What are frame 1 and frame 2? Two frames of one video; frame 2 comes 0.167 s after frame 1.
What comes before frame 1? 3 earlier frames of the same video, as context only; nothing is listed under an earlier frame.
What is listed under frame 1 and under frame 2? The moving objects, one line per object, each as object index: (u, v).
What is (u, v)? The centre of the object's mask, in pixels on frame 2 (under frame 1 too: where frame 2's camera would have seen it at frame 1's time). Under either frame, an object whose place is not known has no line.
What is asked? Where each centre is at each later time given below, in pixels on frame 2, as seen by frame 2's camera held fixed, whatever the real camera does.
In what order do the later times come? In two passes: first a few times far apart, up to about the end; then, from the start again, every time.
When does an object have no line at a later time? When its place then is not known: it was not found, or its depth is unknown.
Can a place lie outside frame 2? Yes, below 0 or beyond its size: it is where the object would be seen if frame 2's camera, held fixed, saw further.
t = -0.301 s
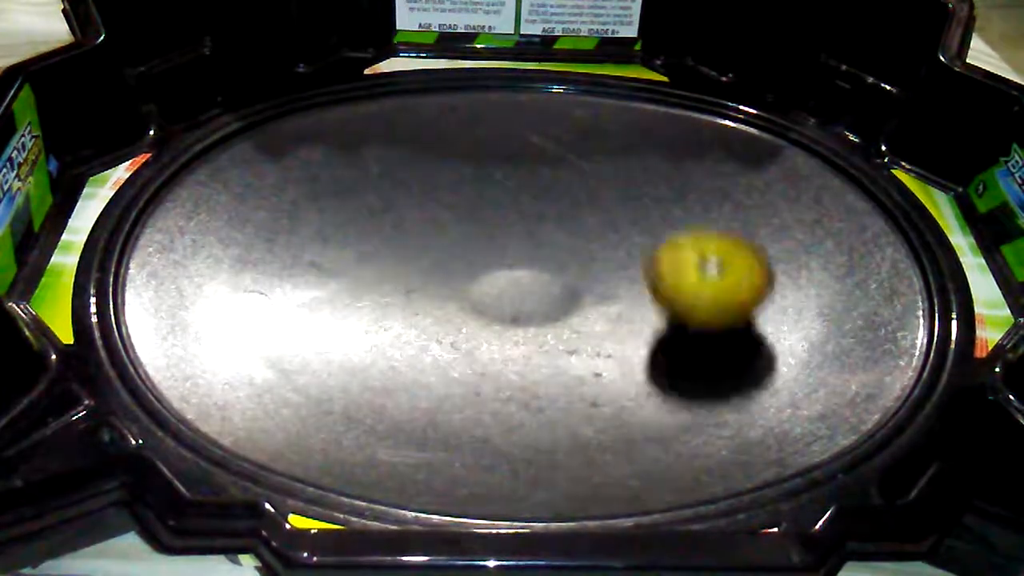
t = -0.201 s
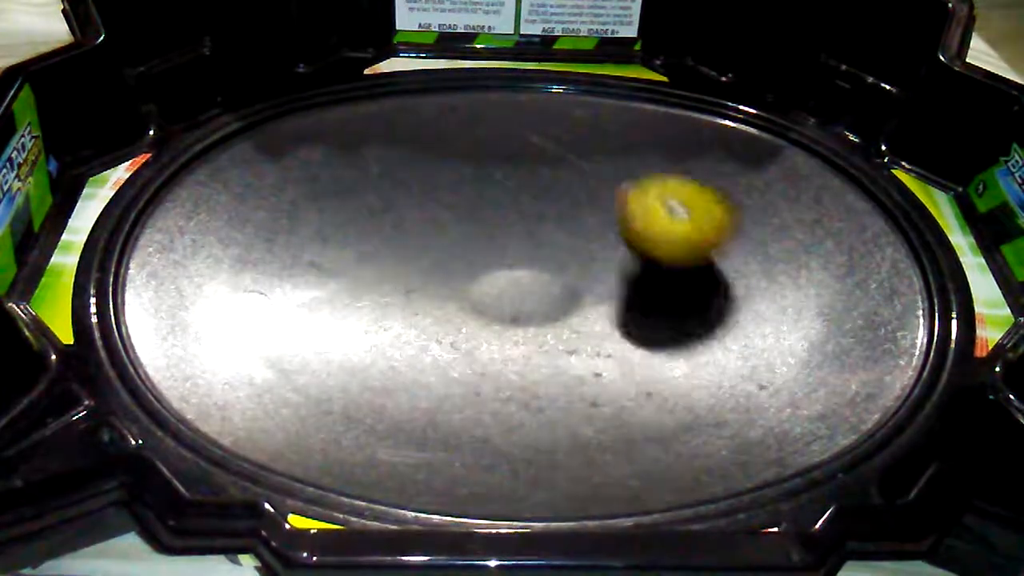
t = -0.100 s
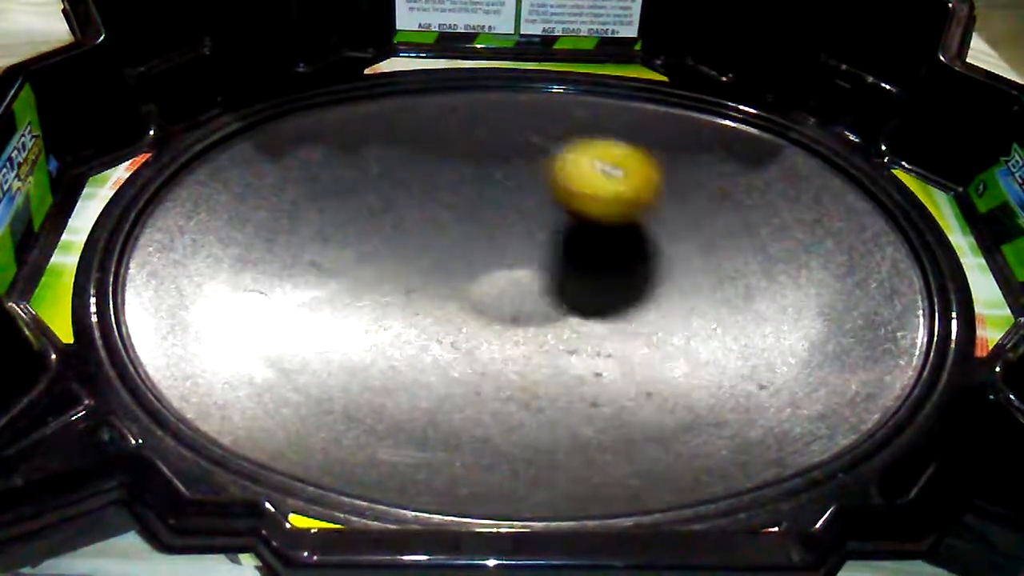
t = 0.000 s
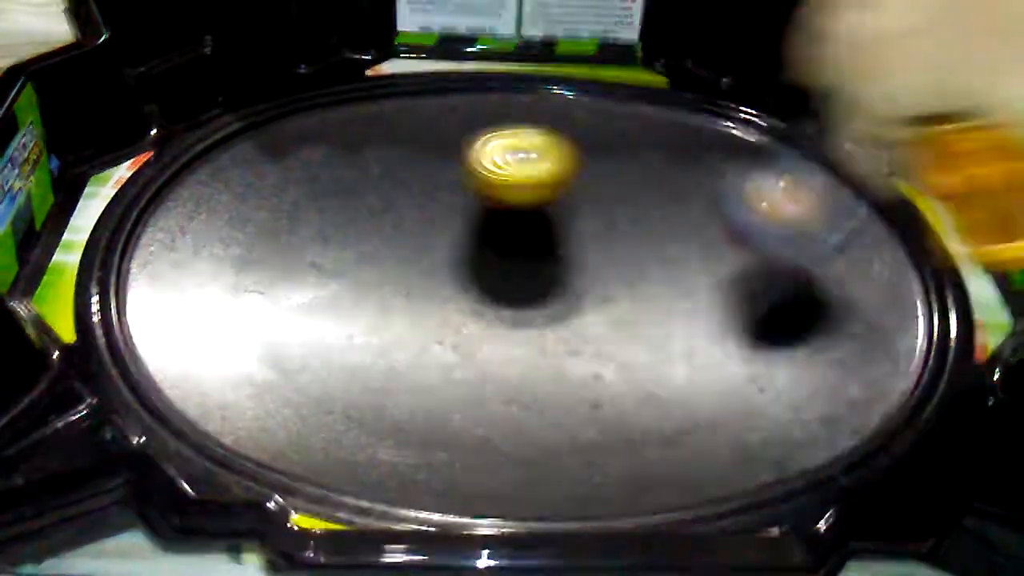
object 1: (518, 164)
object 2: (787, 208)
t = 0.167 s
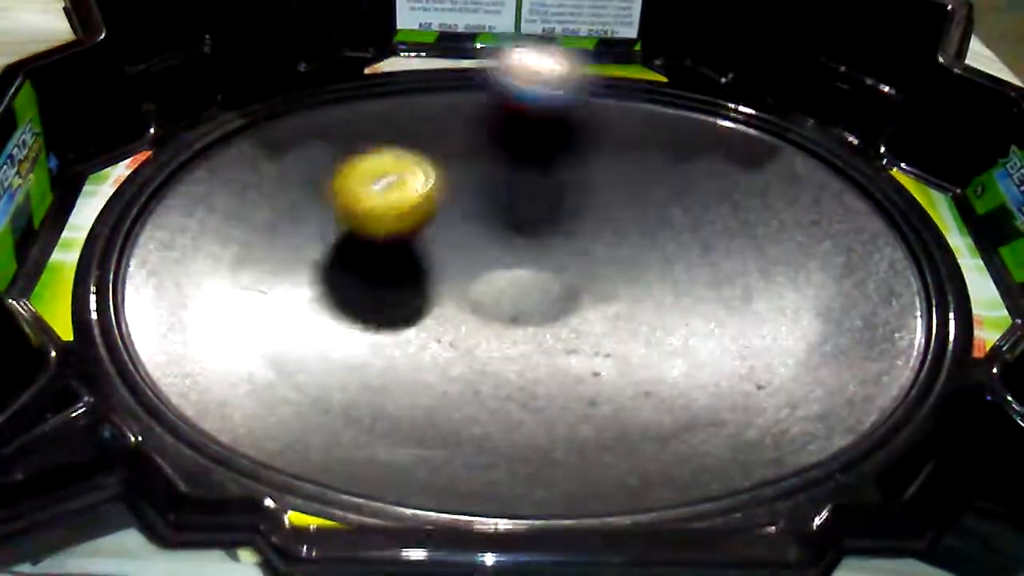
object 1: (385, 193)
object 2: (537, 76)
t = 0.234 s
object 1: (352, 218)
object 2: (449, 57)
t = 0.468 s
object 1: (368, 333)
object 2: (184, 208)
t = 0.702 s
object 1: (564, 345)
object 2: (341, 430)
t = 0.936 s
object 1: (624, 253)
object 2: (742, 348)
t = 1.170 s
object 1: (520, 207)
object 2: (740, 133)
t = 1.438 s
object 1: (429, 236)
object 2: (484, 116)
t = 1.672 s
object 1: (428, 285)
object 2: (266, 269)
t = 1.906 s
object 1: (494, 307)
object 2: (414, 446)
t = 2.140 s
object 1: (559, 293)
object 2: (754, 356)
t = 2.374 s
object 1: (579, 264)
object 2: (720, 150)
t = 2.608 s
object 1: (559, 254)
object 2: (440, 114)
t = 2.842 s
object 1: (538, 246)
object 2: (211, 265)
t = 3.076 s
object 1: (512, 242)
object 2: (402, 445)
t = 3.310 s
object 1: (480, 242)
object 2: (746, 345)
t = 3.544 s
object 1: (445, 261)
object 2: (693, 168)
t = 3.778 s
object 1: (458, 291)
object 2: (443, 139)
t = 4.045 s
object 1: (513, 297)
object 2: (317, 281)
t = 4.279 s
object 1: (538, 270)
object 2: (485, 351)
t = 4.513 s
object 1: (535, 232)
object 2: (595, 319)
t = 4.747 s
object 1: (490, 206)
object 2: (594, 285)
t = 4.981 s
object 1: (443, 220)
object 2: (552, 270)
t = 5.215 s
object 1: (418, 257)
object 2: (546, 283)
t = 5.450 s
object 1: (429, 284)
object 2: (598, 287)
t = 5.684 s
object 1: (481, 298)
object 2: (605, 269)
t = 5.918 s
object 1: (438, 298)
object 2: (670, 239)
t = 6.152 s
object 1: (437, 291)
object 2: (615, 233)
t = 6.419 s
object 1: (380, 267)
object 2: (611, 273)
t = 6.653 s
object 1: (349, 262)
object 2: (624, 278)
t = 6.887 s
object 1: (371, 260)
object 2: (602, 279)
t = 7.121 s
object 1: (418, 248)
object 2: (553, 287)
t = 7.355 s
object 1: (421, 225)
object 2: (559, 291)
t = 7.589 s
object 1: (448, 223)
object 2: (541, 284)
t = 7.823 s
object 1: (476, 223)
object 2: (549, 297)
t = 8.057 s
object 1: (500, 217)
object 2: (573, 322)
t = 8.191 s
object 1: (512, 223)
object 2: (580, 322)
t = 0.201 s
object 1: (366, 204)
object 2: (496, 64)
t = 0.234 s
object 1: (352, 218)
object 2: (449, 57)
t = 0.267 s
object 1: (339, 233)
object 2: (402, 66)
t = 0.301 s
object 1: (330, 249)
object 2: (361, 79)
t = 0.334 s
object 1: (326, 266)
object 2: (319, 100)
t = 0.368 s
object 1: (328, 283)
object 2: (283, 119)
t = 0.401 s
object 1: (334, 300)
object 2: (246, 143)
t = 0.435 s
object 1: (348, 316)
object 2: (213, 171)
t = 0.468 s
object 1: (368, 333)
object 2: (184, 208)
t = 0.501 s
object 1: (392, 345)
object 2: (157, 249)
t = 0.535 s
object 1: (420, 353)
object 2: (143, 287)
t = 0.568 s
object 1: (448, 358)
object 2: (140, 326)
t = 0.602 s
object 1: (479, 360)
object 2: (157, 361)
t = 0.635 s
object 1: (511, 359)
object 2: (213, 391)
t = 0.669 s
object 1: (537, 354)
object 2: (274, 415)
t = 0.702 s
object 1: (564, 345)
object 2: (341, 430)
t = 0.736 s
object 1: (587, 335)
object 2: (417, 435)
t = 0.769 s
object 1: (607, 323)
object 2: (478, 434)
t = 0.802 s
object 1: (619, 309)
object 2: (546, 426)
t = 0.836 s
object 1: (627, 295)
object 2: (611, 415)
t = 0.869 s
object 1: (629, 281)
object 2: (653, 397)
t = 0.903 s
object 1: (629, 267)
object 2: (699, 370)
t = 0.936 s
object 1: (624, 253)
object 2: (742, 348)
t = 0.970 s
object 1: (616, 241)
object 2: (766, 316)
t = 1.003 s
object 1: (603, 230)
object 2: (781, 289)
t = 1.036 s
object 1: (588, 222)
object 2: (786, 254)
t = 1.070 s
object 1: (572, 215)
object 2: (785, 220)
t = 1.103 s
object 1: (555, 211)
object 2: (777, 188)
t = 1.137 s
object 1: (539, 208)
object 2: (763, 159)
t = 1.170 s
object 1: (520, 207)
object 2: (740, 133)
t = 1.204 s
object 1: (503, 206)
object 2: (716, 116)
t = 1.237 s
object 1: (487, 208)
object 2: (689, 100)
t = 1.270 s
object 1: (472, 211)
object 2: (659, 95)
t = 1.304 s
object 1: (461, 215)
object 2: (628, 92)
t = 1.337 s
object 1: (452, 220)
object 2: (592, 95)
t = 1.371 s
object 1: (443, 224)
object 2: (558, 100)
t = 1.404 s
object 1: (436, 230)
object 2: (522, 105)
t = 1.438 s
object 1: (429, 236)
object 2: (484, 116)
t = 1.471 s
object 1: (423, 242)
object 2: (449, 128)
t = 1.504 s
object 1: (419, 250)
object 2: (414, 143)
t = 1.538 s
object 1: (416, 258)
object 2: (381, 160)
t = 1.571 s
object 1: (416, 265)
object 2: (347, 180)
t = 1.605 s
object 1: (419, 272)
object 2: (314, 204)
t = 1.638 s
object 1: (422, 279)
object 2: (287, 235)
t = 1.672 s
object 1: (428, 285)
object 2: (266, 269)
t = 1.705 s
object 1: (435, 290)
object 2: (258, 304)
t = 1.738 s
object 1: (443, 295)
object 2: (255, 339)
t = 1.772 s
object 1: (452, 299)
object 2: (263, 367)
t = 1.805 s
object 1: (462, 302)
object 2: (287, 398)
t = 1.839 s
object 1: (472, 305)
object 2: (321, 417)
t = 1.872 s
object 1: (483, 306)
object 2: (362, 434)
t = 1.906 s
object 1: (494, 307)
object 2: (414, 446)
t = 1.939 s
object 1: (505, 307)
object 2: (473, 451)
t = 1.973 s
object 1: (515, 306)
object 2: (523, 450)
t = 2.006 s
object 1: (524, 305)
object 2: (576, 442)
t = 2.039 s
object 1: (533, 303)
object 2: (630, 426)
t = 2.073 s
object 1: (543, 300)
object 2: (675, 410)
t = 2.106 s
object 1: (551, 297)
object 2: (715, 380)
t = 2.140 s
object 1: (559, 293)
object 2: (754, 356)
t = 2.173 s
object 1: (565, 289)
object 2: (777, 318)
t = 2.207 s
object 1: (570, 285)
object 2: (786, 294)
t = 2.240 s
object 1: (574, 280)
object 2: (788, 264)
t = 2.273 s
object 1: (577, 275)
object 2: (778, 232)
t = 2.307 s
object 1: (579, 271)
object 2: (770, 197)
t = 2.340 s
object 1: (579, 267)
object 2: (746, 171)
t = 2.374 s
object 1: (579, 264)
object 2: (720, 150)
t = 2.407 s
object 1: (577, 261)
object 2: (686, 134)
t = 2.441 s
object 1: (575, 260)
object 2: (651, 120)
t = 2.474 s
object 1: (572, 259)
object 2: (610, 112)
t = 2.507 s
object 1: (568, 257)
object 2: (567, 106)
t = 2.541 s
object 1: (565, 256)
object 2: (526, 105)
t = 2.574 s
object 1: (562, 255)
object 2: (484, 107)
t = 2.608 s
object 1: (559, 254)
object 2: (440, 114)
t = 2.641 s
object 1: (556, 253)
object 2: (394, 124)
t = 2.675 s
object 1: (554, 252)
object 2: (351, 139)
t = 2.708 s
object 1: (550, 250)
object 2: (312, 156)
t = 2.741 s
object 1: (547, 249)
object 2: (278, 177)
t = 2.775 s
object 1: (544, 247)
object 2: (253, 203)
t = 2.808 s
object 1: (541, 246)
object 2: (231, 236)
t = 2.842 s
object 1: (538, 246)
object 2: (211, 265)
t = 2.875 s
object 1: (534, 245)
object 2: (209, 298)
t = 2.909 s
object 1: (530, 244)
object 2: (207, 333)
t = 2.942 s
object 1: (527, 244)
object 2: (224, 367)
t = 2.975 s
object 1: (523, 243)
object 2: (253, 395)
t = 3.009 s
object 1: (520, 243)
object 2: (294, 419)
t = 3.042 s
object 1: (516, 242)
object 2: (348, 434)
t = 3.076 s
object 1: (512, 242)
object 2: (402, 445)
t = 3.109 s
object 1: (508, 242)
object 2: (456, 451)
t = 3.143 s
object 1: (504, 242)
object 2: (522, 448)
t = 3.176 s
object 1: (499, 242)
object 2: (578, 439)
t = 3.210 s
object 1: (495, 242)
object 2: (629, 423)
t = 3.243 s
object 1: (490, 242)
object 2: (678, 404)
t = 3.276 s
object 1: (485, 242)
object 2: (719, 378)
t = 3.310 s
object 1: (480, 242)
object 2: (746, 345)
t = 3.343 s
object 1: (475, 243)
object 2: (766, 311)
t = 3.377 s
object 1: (469, 244)
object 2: (765, 290)
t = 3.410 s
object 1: (464, 245)
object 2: (761, 263)
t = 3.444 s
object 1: (458, 248)
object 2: (754, 231)
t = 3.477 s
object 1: (453, 252)
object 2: (738, 207)
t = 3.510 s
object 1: (449, 256)
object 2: (715, 186)
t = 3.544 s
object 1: (445, 261)
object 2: (693, 168)
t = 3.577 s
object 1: (443, 266)
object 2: (661, 152)
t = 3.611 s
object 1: (442, 270)
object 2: (628, 142)
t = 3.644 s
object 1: (443, 274)
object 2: (593, 137)
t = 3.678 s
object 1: (445, 279)
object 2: (555, 133)
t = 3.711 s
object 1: (448, 284)
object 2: (517, 132)
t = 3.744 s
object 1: (453, 288)
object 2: (481, 134)
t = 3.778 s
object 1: (458, 291)
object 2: (443, 139)
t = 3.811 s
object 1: (464, 294)
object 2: (411, 149)
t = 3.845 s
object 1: (470, 296)
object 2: (380, 161)
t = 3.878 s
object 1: (478, 298)
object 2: (356, 175)
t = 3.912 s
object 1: (485, 300)
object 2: (336, 195)
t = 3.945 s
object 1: (492, 300)
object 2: (324, 216)
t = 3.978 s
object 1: (498, 300)
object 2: (312, 239)
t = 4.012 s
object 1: (505, 299)
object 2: (310, 257)
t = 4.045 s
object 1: (513, 297)
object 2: (317, 281)
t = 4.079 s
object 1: (518, 296)
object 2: (330, 302)
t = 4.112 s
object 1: (524, 292)
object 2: (352, 320)
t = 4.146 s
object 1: (529, 289)
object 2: (376, 332)
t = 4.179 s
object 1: (532, 285)
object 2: (405, 346)
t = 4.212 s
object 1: (535, 281)
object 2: (440, 344)
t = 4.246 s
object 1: (535, 277)
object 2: (465, 348)
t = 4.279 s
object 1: (538, 270)
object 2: (485, 351)
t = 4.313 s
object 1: (539, 263)
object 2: (506, 353)
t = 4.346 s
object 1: (538, 259)
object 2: (528, 348)
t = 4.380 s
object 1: (539, 253)
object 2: (543, 343)
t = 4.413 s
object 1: (538, 249)
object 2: (562, 337)
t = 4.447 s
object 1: (537, 244)
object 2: (575, 328)
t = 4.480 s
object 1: (536, 238)
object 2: (587, 324)
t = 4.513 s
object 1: (535, 232)
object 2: (595, 319)
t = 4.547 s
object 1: (533, 226)
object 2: (601, 314)
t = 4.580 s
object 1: (529, 221)
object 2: (602, 312)
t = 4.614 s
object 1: (523, 217)
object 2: (604, 303)
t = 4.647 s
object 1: (515, 213)
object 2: (603, 298)
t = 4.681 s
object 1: (507, 210)
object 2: (602, 294)
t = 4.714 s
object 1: (499, 207)
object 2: (598, 290)
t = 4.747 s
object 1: (490, 206)
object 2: (594, 285)
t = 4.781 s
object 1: (483, 205)
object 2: (589, 282)
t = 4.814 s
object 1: (475, 205)
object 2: (583, 278)
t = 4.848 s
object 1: (468, 206)
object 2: (577, 275)
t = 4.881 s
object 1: (462, 209)
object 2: (571, 272)
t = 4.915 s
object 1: (455, 212)
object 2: (566, 270)
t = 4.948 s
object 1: (449, 216)
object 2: (558, 270)
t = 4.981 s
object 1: (443, 220)
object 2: (552, 270)
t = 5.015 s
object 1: (438, 225)
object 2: (546, 272)
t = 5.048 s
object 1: (431, 229)
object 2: (547, 275)
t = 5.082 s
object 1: (427, 234)
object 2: (543, 277)
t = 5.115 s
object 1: (423, 240)
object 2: (542, 277)
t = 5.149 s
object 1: (421, 246)
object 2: (541, 278)
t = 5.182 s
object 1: (418, 251)
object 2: (543, 282)
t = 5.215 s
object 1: (418, 257)
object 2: (546, 283)
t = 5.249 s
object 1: (419, 263)
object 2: (548, 284)
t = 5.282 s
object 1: (422, 269)
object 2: (551, 285)
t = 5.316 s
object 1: (421, 272)
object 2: (561, 287)
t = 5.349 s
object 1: (419, 274)
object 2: (575, 290)
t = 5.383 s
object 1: (420, 277)
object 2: (585, 289)
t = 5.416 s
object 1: (424, 280)
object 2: (592, 288)
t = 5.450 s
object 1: (429, 284)
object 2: (598, 287)
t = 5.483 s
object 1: (435, 287)
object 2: (602, 284)
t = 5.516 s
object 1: (441, 290)
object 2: (605, 281)
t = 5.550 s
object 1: (449, 294)
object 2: (607, 278)
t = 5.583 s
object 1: (457, 295)
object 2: (608, 276)
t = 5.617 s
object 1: (465, 297)
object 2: (607, 272)
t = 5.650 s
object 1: (474, 298)
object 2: (606, 270)
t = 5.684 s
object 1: (481, 298)
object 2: (605, 269)
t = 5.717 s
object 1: (471, 298)
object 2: (619, 267)
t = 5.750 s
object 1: (459, 298)
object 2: (637, 259)
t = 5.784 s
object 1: (450, 297)
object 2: (649, 256)
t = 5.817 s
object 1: (445, 297)
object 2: (659, 251)
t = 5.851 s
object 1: (442, 297)
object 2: (665, 247)
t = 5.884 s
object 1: (440, 297)
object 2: (668, 242)
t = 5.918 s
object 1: (438, 298)
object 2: (670, 239)
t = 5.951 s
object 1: (438, 298)
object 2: (669, 236)
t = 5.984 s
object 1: (437, 298)
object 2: (665, 233)
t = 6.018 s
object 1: (437, 298)
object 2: (659, 231)
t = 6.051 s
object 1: (437, 297)
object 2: (651, 230)
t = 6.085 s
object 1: (437, 295)
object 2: (639, 232)
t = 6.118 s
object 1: (437, 293)
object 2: (628, 231)
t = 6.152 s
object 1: (437, 291)
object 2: (615, 233)
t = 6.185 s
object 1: (439, 288)
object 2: (601, 236)
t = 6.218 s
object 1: (440, 285)
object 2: (587, 241)
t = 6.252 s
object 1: (441, 282)
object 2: (575, 248)
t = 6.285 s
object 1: (441, 278)
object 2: (566, 256)
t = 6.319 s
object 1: (423, 273)
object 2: (577, 263)
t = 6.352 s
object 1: (403, 271)
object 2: (592, 269)
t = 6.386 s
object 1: (391, 268)
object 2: (603, 272)
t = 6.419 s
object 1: (380, 267)
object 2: (611, 273)
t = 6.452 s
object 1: (372, 265)
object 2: (619, 274)
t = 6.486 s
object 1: (366, 264)
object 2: (623, 276)
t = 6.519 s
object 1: (360, 263)
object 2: (625, 276)
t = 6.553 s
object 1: (356, 263)
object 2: (626, 277)
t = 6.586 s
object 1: (353, 262)
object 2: (626, 278)
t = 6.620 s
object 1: (350, 262)
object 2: (625, 278)
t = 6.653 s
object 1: (349, 262)
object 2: (624, 278)
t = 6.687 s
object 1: (348, 262)
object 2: (622, 278)
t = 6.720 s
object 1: (348, 261)
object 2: (620, 278)
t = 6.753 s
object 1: (350, 261)
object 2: (619, 279)
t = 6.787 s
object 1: (353, 261)
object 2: (616, 278)
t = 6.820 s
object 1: (358, 261)
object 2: (614, 278)
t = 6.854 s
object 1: (364, 261)
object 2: (607, 278)
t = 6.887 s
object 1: (371, 260)
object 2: (602, 279)
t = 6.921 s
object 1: (379, 260)
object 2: (593, 279)
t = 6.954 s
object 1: (388, 259)
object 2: (586, 280)
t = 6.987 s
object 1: (396, 258)
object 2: (576, 280)
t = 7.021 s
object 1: (404, 257)
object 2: (567, 281)
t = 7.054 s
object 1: (412, 256)
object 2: (557, 282)
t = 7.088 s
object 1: (421, 255)
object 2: (548, 284)
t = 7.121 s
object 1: (418, 248)
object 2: (553, 287)
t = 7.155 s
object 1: (415, 241)
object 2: (560, 291)
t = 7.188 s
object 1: (415, 237)
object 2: (560, 291)
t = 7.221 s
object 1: (415, 233)
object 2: (560, 291)
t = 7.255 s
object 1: (416, 230)
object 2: (560, 291)
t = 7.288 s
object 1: (417, 228)
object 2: (560, 291)
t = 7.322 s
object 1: (419, 227)
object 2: (559, 291)
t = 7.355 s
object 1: (421, 225)
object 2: (559, 291)
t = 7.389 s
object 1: (423, 225)
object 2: (558, 291)
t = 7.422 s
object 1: (427, 224)
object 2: (557, 290)
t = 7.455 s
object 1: (431, 224)
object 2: (555, 289)
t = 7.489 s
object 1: (435, 224)
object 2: (552, 287)
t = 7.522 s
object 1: (440, 224)
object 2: (546, 285)
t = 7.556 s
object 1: (445, 224)
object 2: (544, 283)
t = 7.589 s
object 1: (448, 223)
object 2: (541, 284)
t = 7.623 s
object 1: (450, 220)
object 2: (543, 287)
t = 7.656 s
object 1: (453, 219)
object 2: (545, 289)
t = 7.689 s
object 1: (456, 219)
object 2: (547, 292)
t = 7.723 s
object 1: (461, 220)
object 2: (548, 294)
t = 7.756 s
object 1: (466, 221)
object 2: (548, 295)
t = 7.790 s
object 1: (471, 221)
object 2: (549, 296)
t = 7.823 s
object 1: (476, 223)
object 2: (549, 297)
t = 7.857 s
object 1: (482, 224)
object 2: (549, 298)
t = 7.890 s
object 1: (486, 221)
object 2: (553, 302)
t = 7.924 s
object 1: (488, 219)
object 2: (557, 307)
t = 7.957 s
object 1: (491, 217)
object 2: (561, 311)
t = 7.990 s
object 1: (494, 216)
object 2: (565, 318)
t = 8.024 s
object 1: (497, 216)
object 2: (569, 321)
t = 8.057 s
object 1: (500, 217)
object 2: (573, 322)
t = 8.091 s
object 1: (503, 217)
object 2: (576, 323)
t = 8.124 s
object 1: (506, 219)
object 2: (578, 323)
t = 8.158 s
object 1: (508, 221)
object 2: (579, 323)
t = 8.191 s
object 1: (512, 223)
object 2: (580, 322)
